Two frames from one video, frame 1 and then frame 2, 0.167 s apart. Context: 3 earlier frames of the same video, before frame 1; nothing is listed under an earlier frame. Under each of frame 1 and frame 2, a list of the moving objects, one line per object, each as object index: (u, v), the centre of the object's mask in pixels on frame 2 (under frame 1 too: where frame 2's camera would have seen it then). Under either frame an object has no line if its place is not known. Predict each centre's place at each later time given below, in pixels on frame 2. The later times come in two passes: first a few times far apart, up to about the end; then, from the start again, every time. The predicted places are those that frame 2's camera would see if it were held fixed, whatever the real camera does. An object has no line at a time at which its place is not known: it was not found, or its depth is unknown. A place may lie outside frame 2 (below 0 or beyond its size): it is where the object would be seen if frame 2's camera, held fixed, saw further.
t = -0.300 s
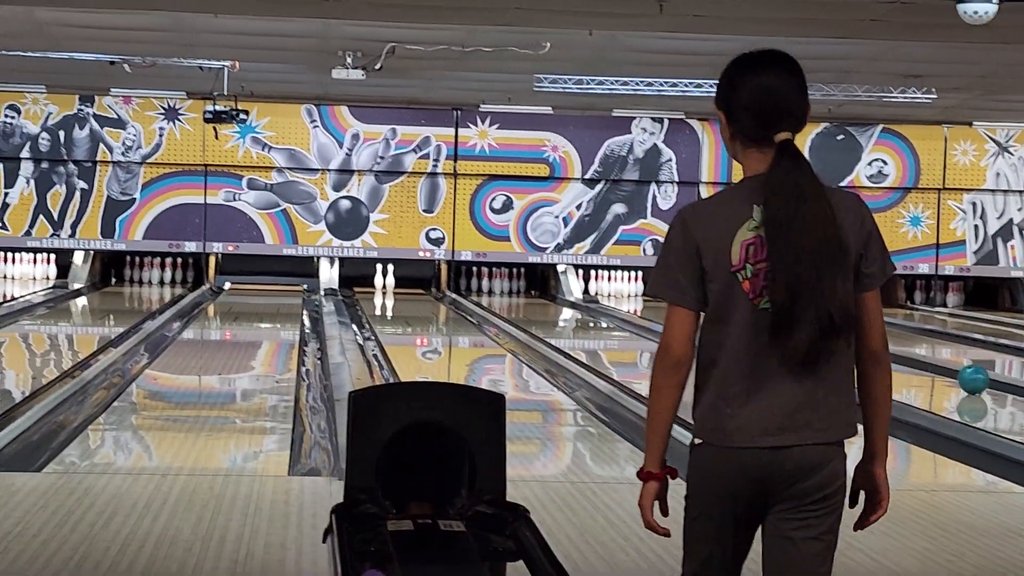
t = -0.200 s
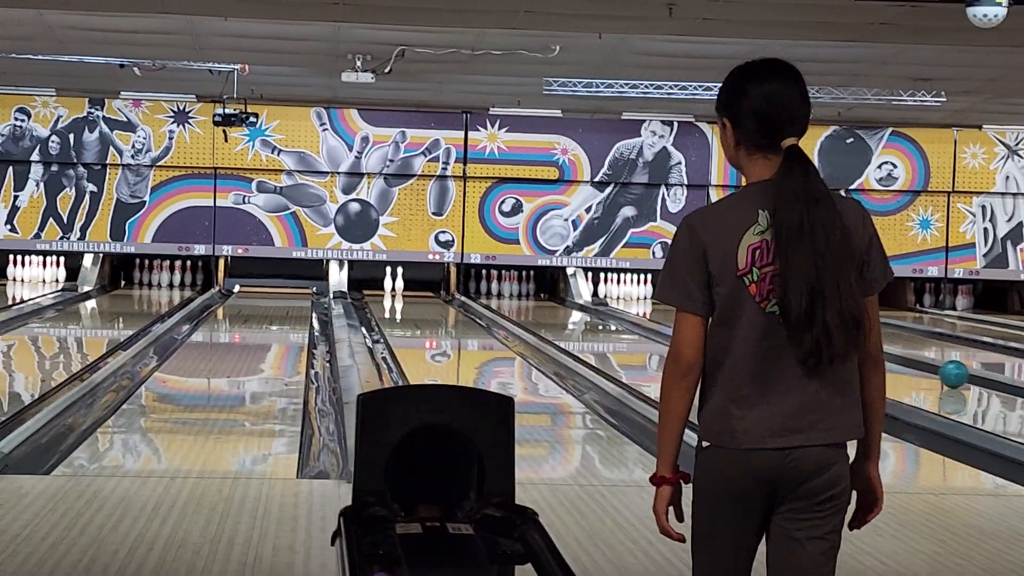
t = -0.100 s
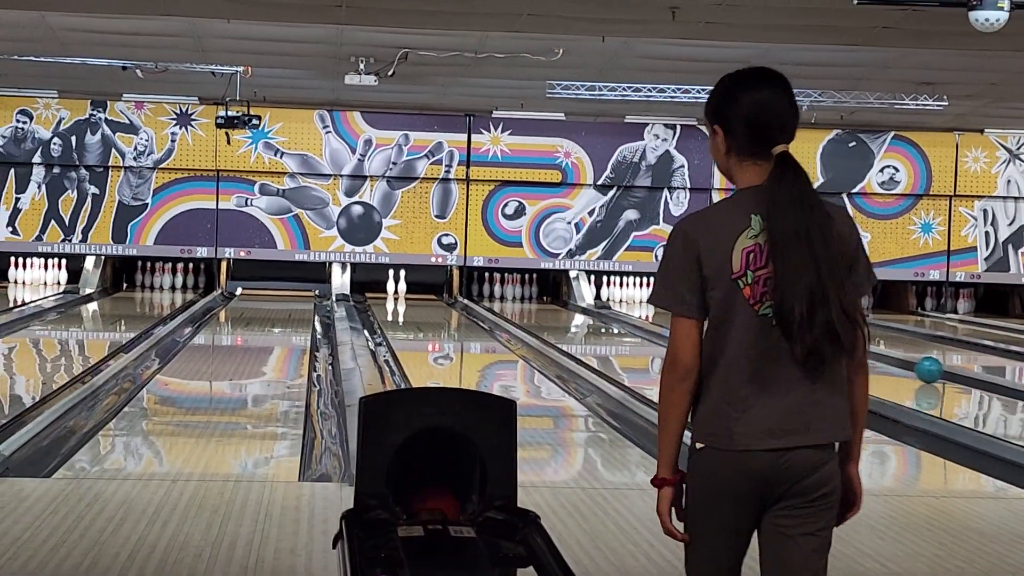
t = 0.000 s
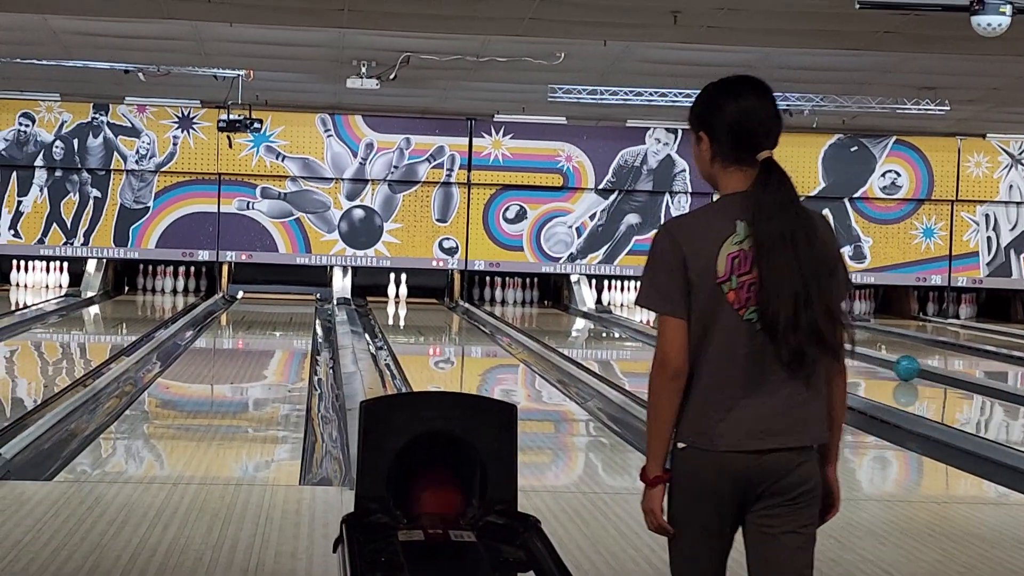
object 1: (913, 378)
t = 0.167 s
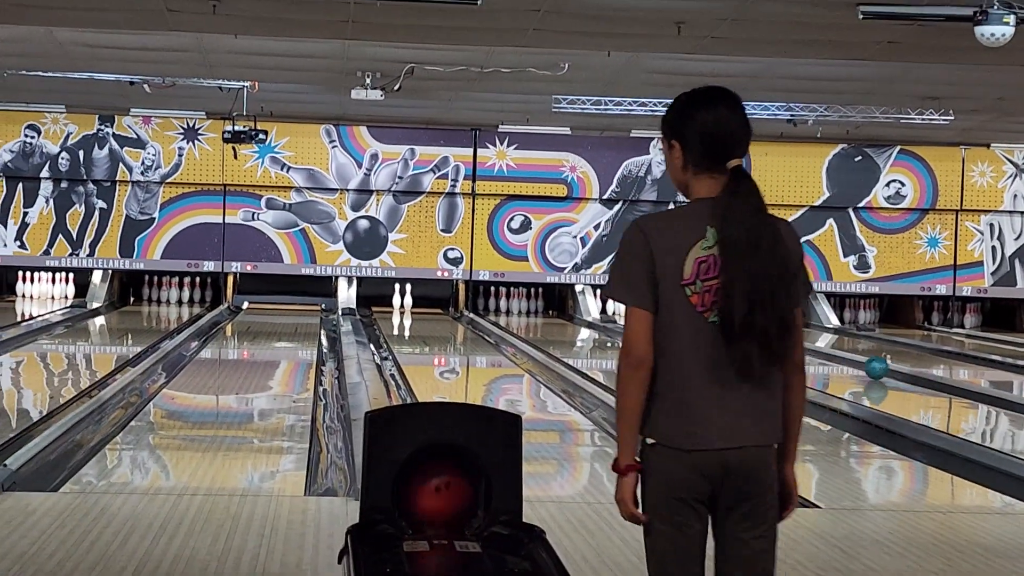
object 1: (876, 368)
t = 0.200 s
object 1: (869, 366)
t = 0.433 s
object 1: (829, 354)
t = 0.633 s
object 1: (800, 346)
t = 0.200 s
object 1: (869, 366)
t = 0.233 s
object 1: (863, 364)
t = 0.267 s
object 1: (857, 362)
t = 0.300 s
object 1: (851, 360)
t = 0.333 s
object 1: (845, 359)
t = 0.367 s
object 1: (840, 357)
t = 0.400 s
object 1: (834, 355)
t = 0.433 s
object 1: (829, 354)
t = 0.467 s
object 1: (823, 352)
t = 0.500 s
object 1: (818, 351)
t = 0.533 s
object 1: (814, 350)
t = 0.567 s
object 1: (809, 348)
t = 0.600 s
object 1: (804, 347)
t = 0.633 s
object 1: (800, 346)
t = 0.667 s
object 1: (796, 344)
